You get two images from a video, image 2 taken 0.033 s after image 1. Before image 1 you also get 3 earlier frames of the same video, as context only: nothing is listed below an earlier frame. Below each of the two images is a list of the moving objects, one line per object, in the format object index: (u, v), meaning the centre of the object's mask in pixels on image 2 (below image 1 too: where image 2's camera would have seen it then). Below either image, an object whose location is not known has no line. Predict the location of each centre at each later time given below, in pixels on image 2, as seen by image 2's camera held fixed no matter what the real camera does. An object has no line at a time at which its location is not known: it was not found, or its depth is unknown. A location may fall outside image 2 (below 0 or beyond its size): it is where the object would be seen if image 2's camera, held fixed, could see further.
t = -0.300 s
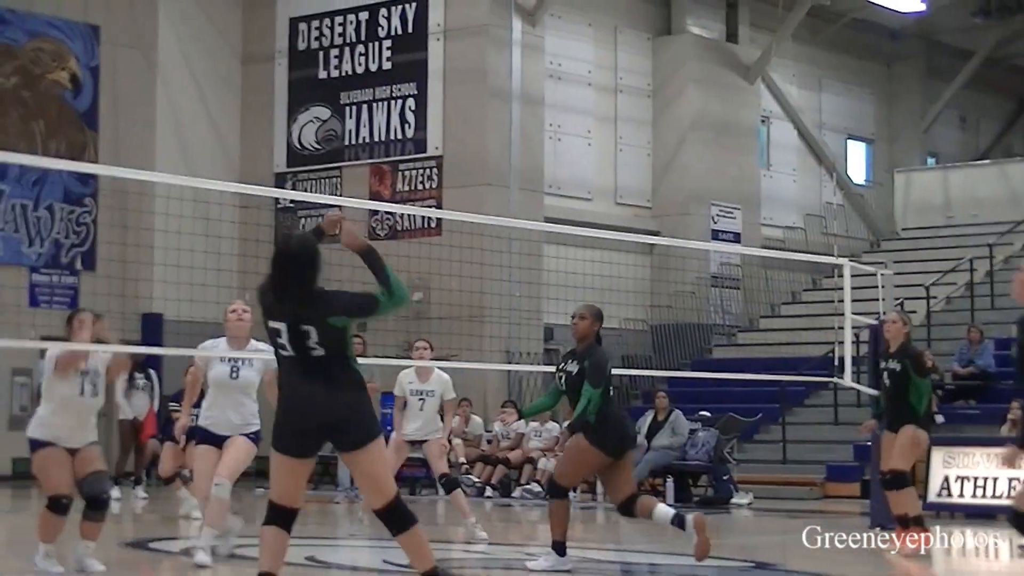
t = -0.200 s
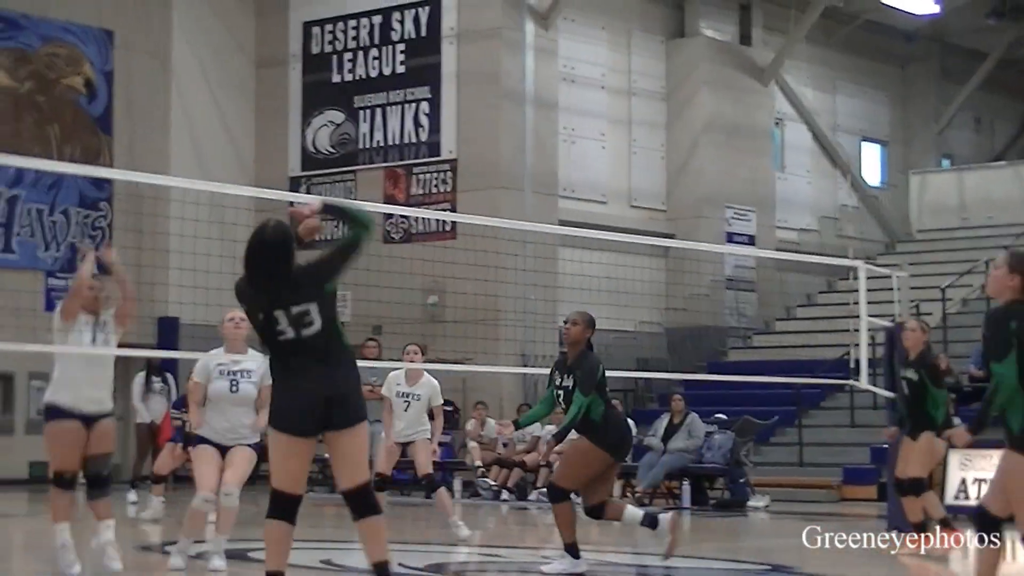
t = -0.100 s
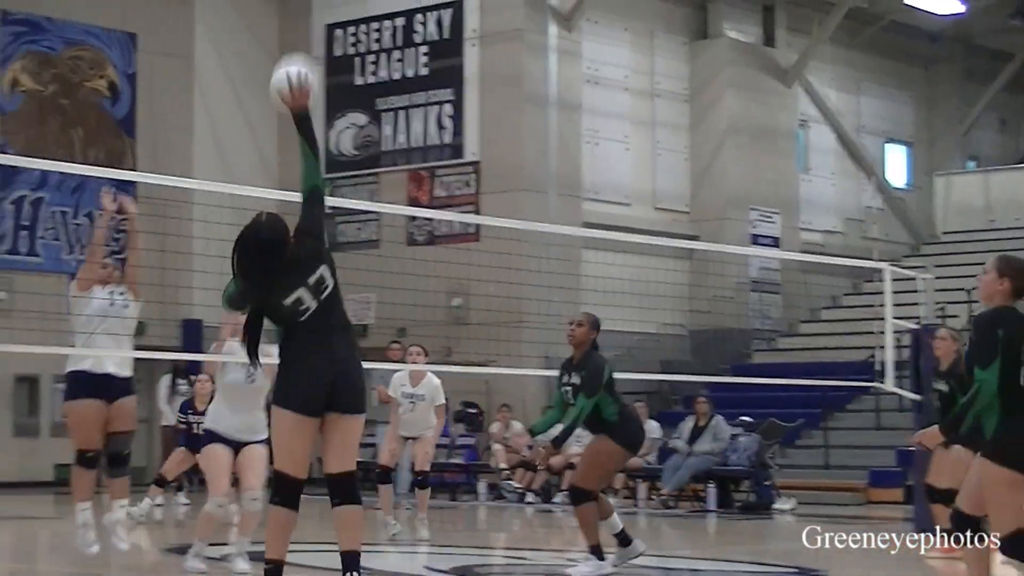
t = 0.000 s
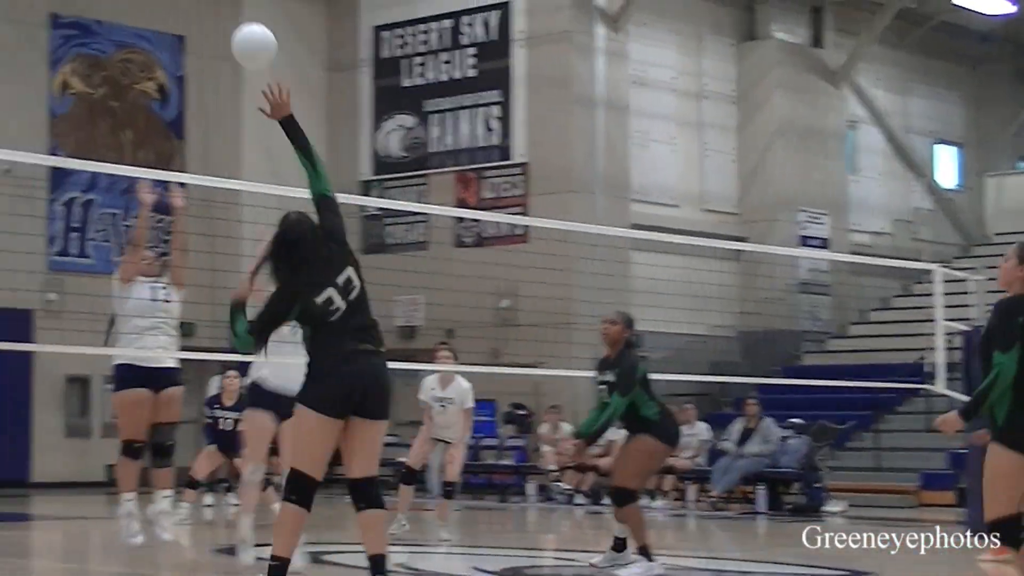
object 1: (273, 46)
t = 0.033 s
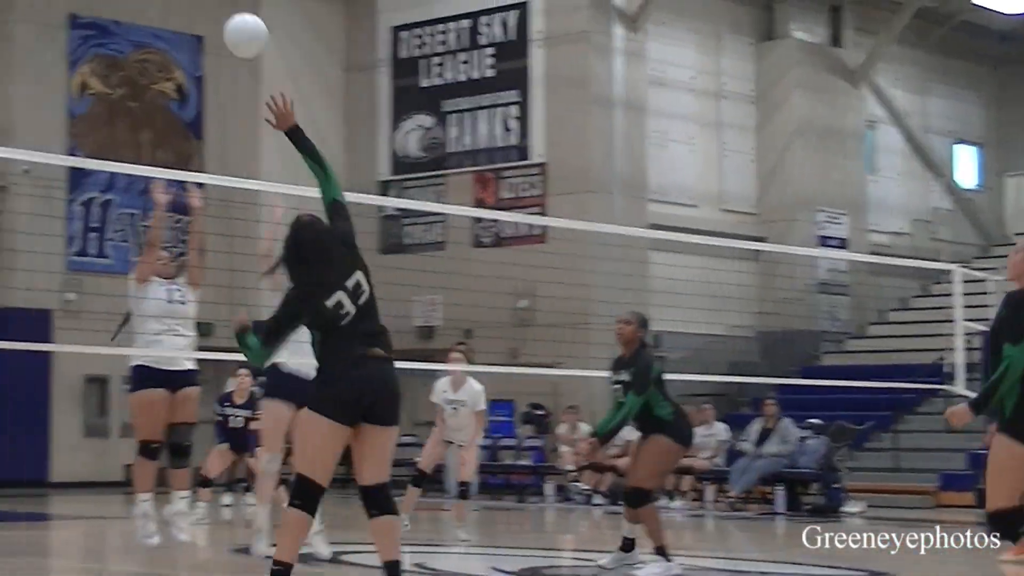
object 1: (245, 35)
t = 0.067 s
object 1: (219, 27)
